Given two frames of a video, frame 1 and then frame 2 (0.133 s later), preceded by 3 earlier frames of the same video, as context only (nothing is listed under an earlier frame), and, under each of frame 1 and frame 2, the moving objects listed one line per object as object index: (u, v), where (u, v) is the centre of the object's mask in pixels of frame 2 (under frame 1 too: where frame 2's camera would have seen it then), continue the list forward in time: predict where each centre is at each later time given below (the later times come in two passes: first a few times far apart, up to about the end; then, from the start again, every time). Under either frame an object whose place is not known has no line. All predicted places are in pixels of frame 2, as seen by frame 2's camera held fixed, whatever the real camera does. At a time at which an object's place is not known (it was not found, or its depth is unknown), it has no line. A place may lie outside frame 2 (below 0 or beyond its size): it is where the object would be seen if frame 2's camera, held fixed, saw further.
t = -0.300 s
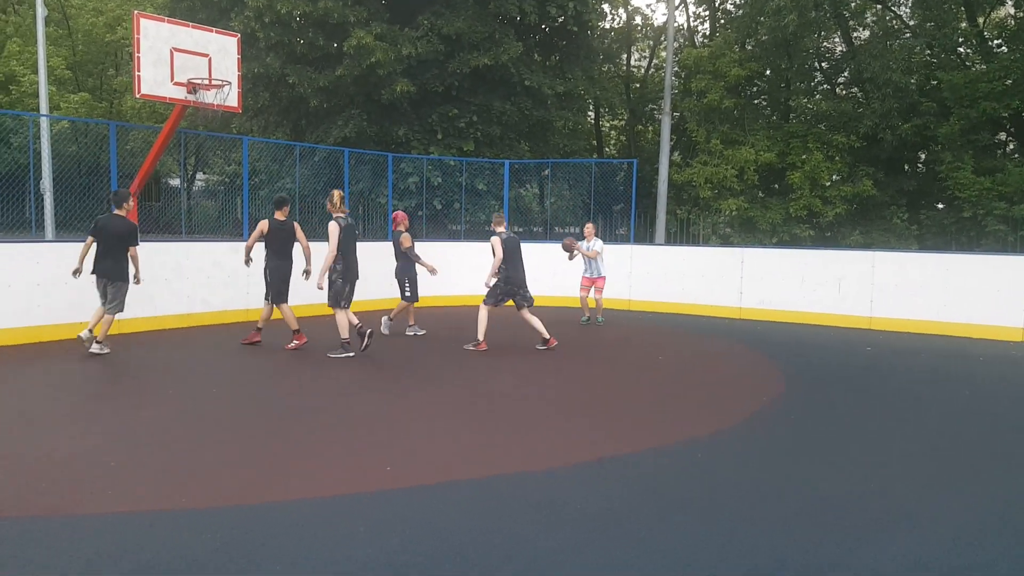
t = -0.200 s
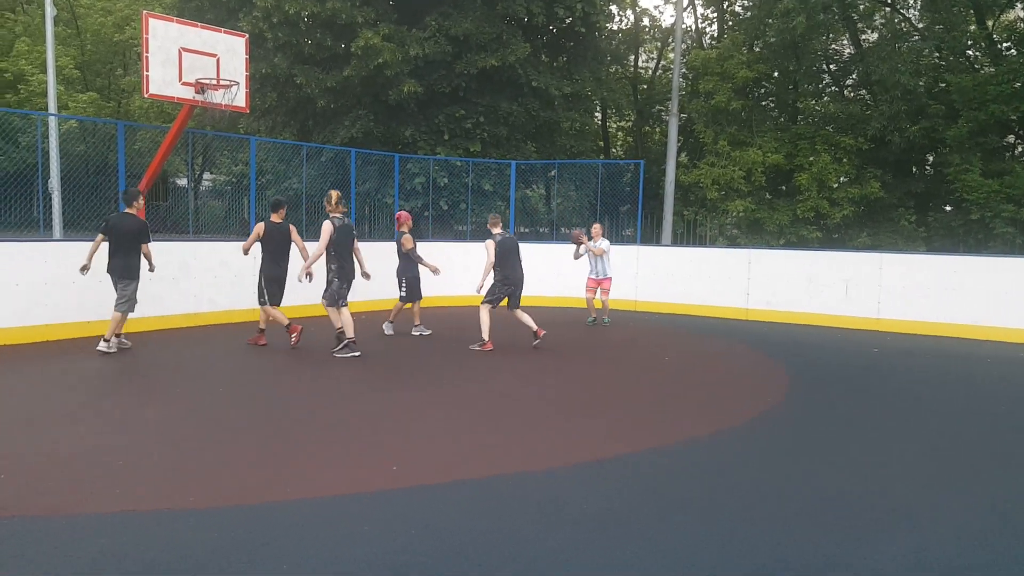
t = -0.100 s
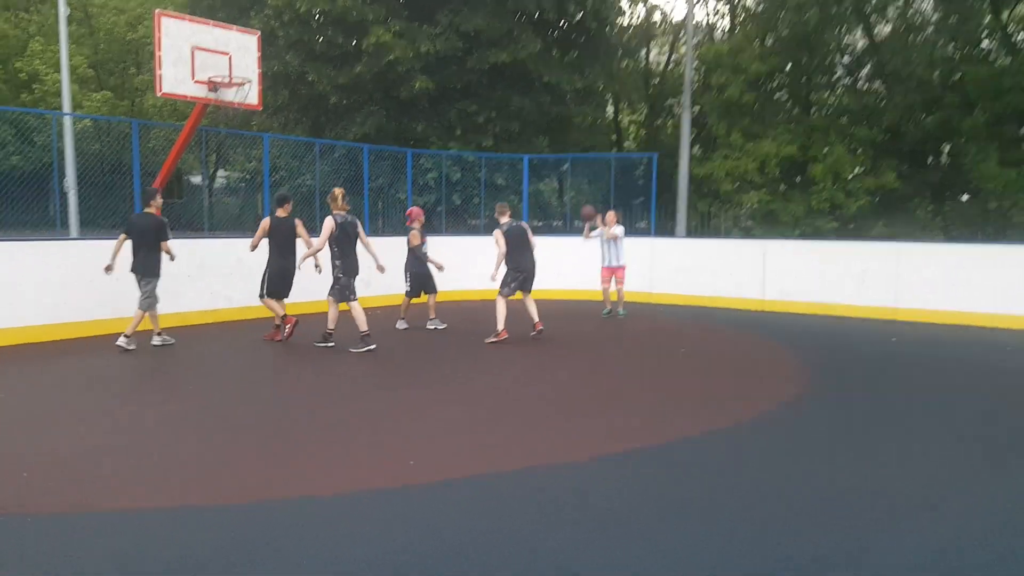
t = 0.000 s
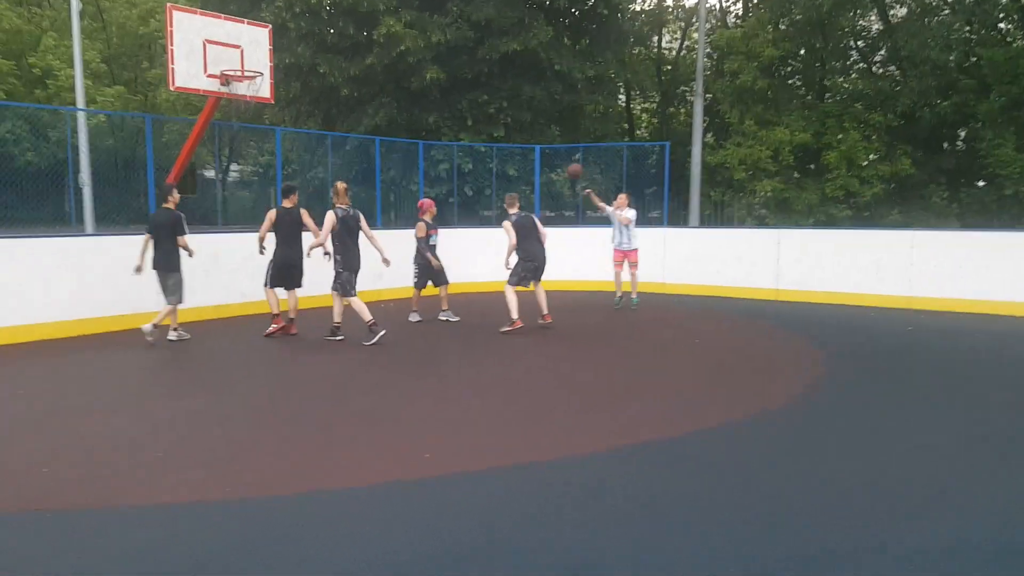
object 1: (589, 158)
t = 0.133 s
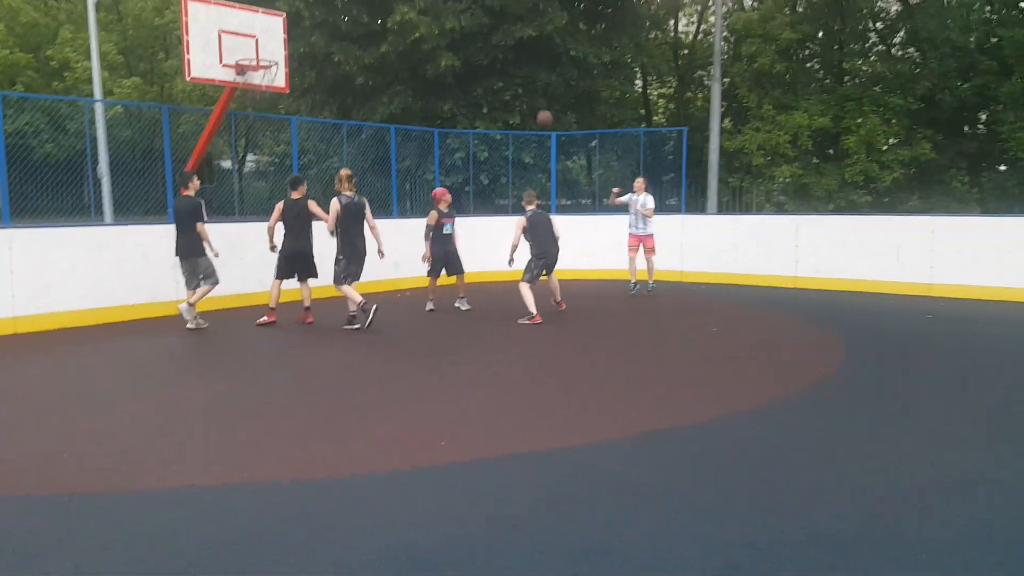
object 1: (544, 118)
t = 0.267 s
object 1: (495, 88)
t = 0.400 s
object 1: (445, 71)
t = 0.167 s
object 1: (533, 110)
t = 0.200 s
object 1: (521, 102)
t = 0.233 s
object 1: (508, 95)
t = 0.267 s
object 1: (495, 88)
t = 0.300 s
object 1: (483, 83)
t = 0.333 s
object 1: (471, 79)
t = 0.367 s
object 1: (458, 75)
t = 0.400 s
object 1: (445, 71)
